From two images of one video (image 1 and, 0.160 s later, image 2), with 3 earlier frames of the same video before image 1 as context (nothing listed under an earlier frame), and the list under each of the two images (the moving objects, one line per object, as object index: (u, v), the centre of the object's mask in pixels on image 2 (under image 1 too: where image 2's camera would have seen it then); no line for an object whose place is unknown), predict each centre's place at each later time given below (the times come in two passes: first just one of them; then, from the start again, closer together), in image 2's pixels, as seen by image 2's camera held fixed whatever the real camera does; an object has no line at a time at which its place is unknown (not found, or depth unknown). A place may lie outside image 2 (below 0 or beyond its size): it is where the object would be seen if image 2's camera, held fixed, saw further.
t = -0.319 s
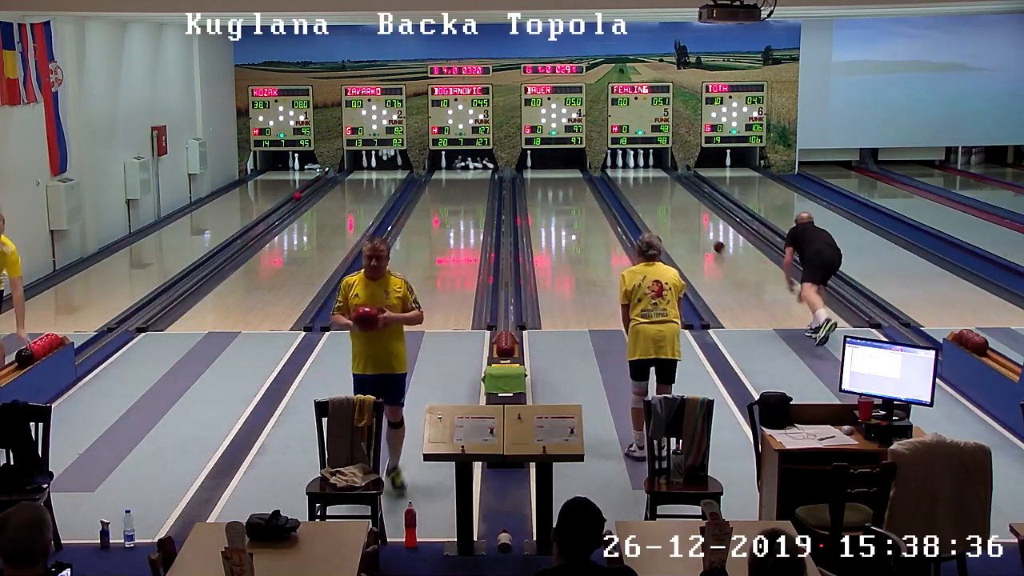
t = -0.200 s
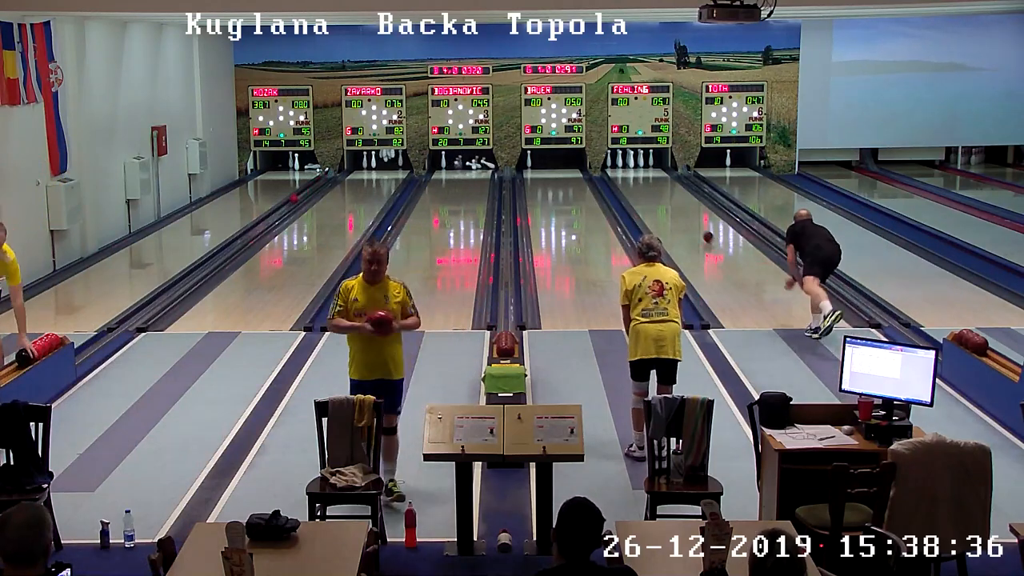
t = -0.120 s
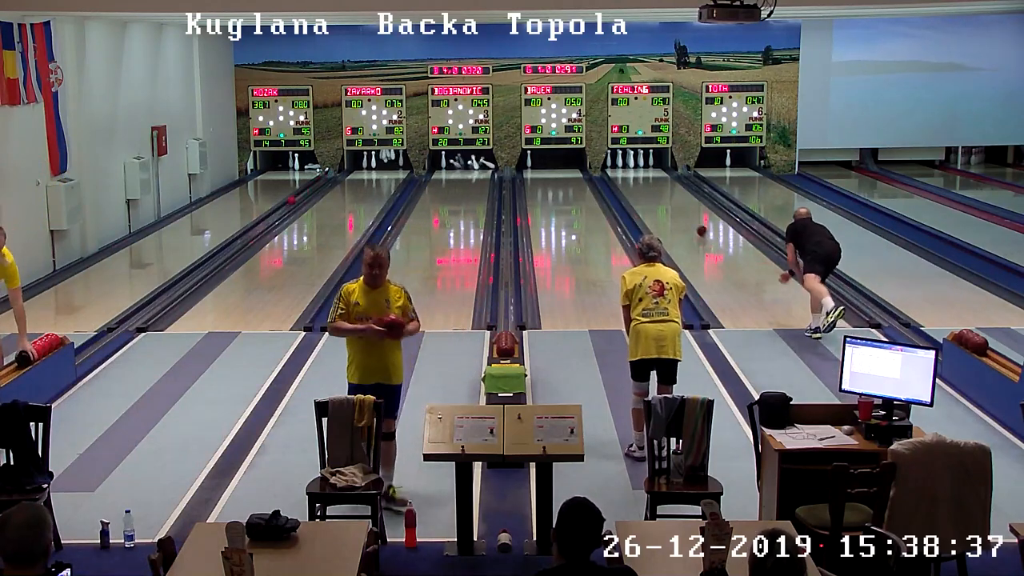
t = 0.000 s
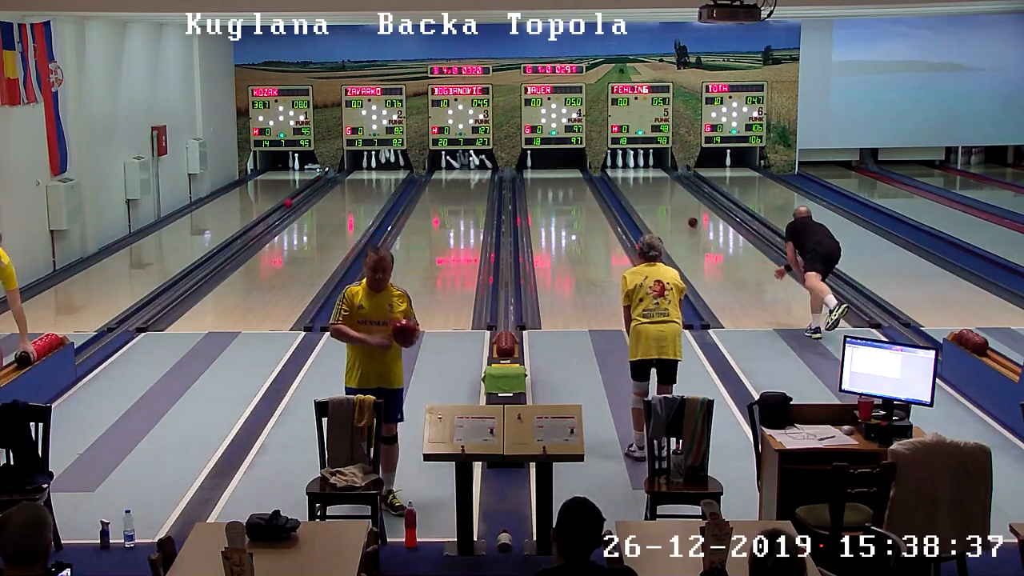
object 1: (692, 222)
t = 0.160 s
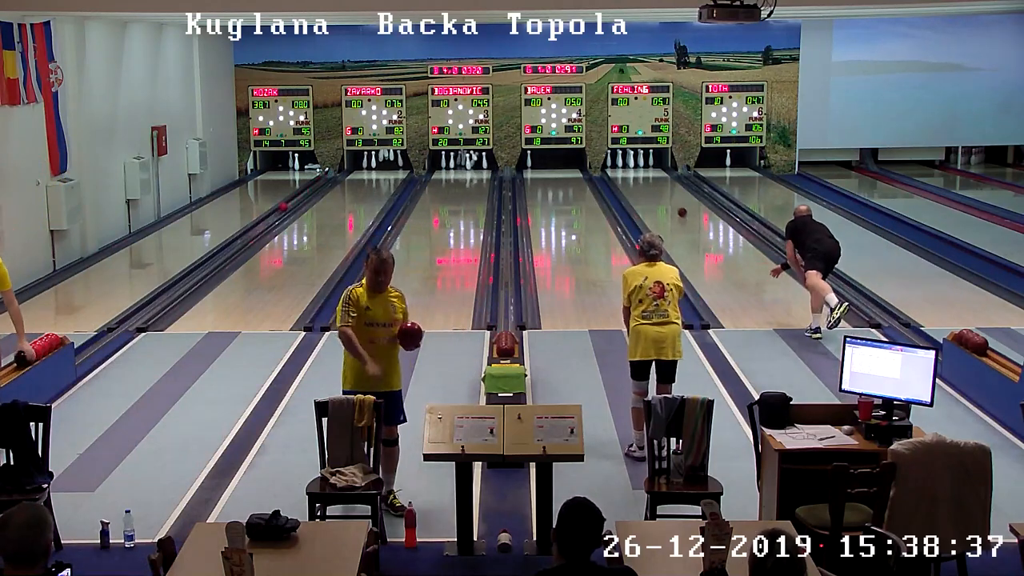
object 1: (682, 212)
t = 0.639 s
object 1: (656, 189)
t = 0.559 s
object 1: (660, 192)
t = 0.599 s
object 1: (658, 190)
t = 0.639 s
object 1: (656, 189)
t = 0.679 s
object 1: (655, 187)
